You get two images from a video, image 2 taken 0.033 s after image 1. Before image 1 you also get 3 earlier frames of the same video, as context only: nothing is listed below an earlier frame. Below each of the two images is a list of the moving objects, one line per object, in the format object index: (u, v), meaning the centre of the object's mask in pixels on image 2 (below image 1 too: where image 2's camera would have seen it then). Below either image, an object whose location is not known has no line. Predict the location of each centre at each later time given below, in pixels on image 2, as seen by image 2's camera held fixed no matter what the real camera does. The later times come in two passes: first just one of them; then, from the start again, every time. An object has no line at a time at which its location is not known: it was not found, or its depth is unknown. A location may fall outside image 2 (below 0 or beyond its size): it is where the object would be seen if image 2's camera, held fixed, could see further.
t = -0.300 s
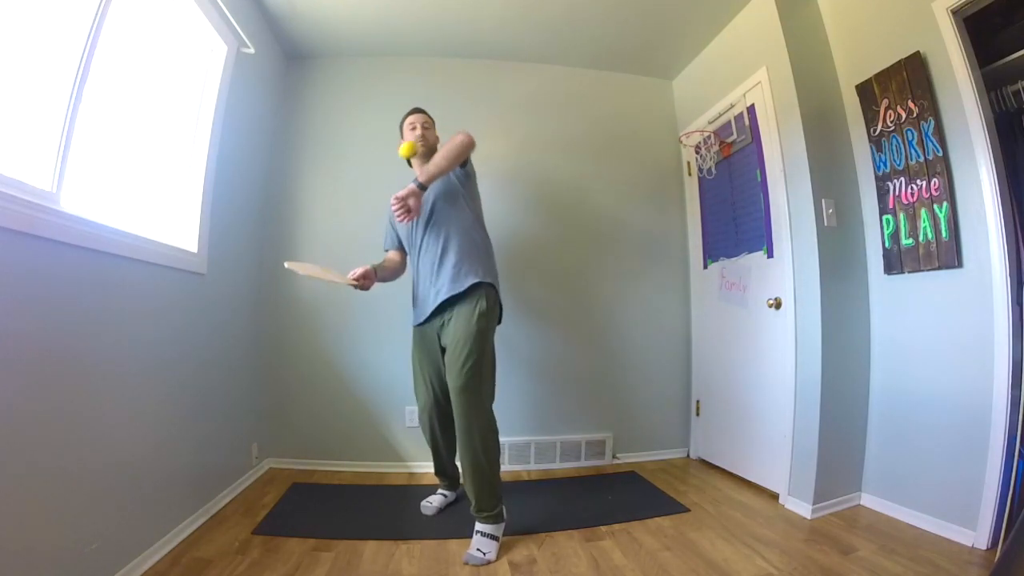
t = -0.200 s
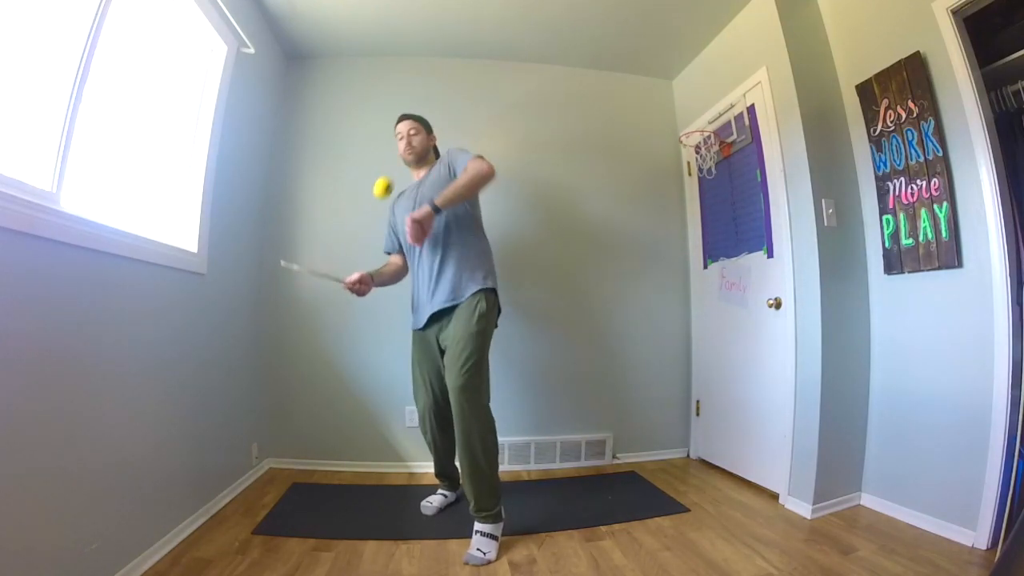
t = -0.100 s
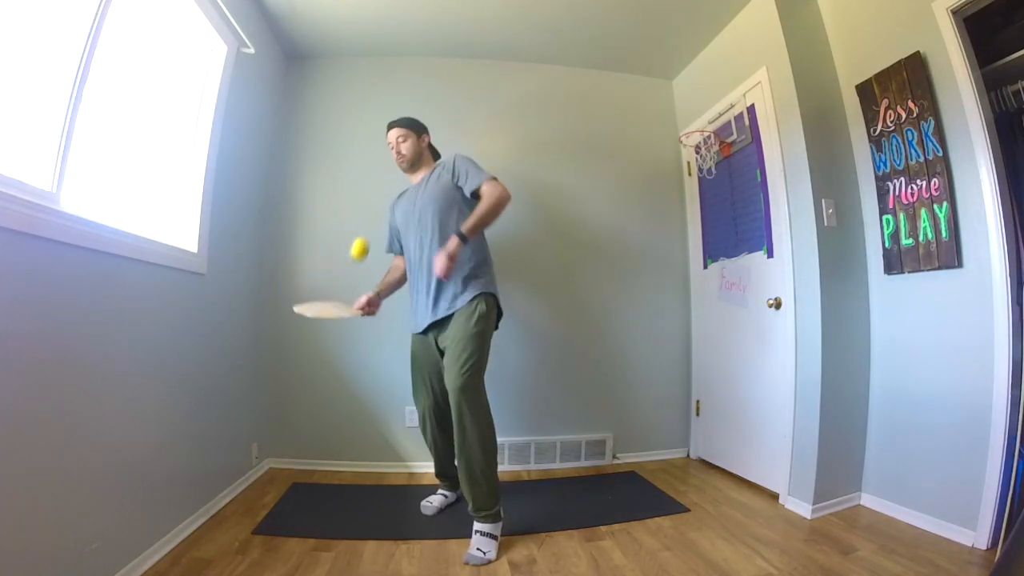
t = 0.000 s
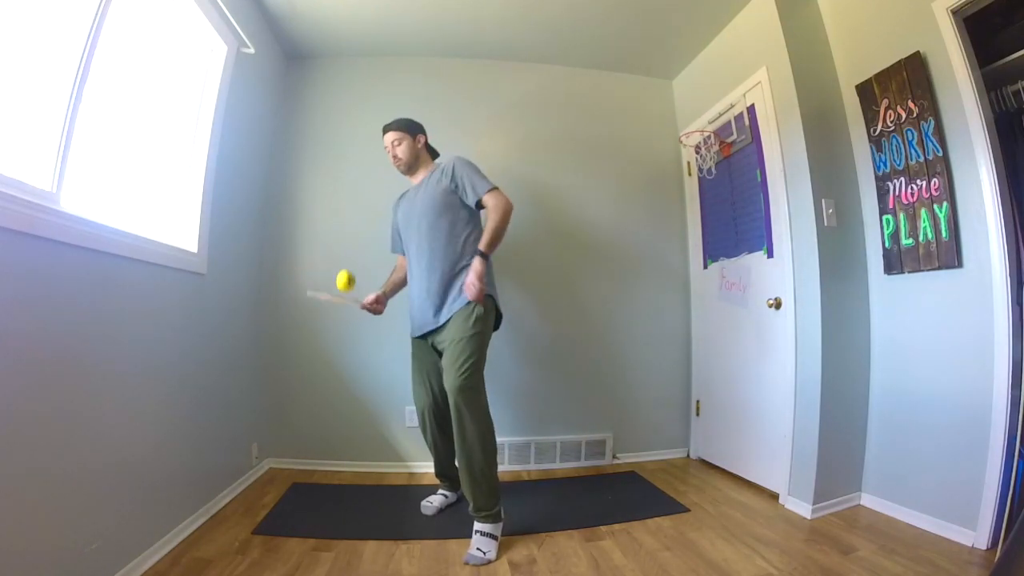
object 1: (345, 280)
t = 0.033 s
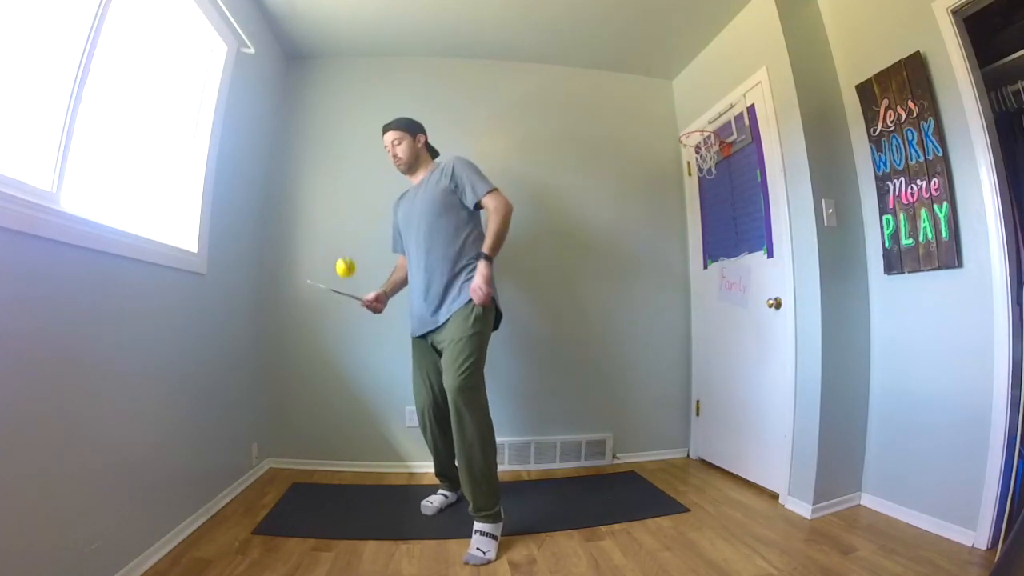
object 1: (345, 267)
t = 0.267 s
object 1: (341, 246)
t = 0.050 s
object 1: (345, 261)
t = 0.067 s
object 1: (345, 256)
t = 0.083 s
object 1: (345, 251)
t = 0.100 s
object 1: (345, 247)
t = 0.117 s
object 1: (345, 243)
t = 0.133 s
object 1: (344, 240)
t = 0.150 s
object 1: (344, 239)
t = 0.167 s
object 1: (343, 238)
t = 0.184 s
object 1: (343, 237)
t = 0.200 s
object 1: (342, 238)
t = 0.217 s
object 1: (342, 239)
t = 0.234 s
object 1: (342, 240)
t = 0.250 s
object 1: (341, 243)
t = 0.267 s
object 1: (341, 246)
